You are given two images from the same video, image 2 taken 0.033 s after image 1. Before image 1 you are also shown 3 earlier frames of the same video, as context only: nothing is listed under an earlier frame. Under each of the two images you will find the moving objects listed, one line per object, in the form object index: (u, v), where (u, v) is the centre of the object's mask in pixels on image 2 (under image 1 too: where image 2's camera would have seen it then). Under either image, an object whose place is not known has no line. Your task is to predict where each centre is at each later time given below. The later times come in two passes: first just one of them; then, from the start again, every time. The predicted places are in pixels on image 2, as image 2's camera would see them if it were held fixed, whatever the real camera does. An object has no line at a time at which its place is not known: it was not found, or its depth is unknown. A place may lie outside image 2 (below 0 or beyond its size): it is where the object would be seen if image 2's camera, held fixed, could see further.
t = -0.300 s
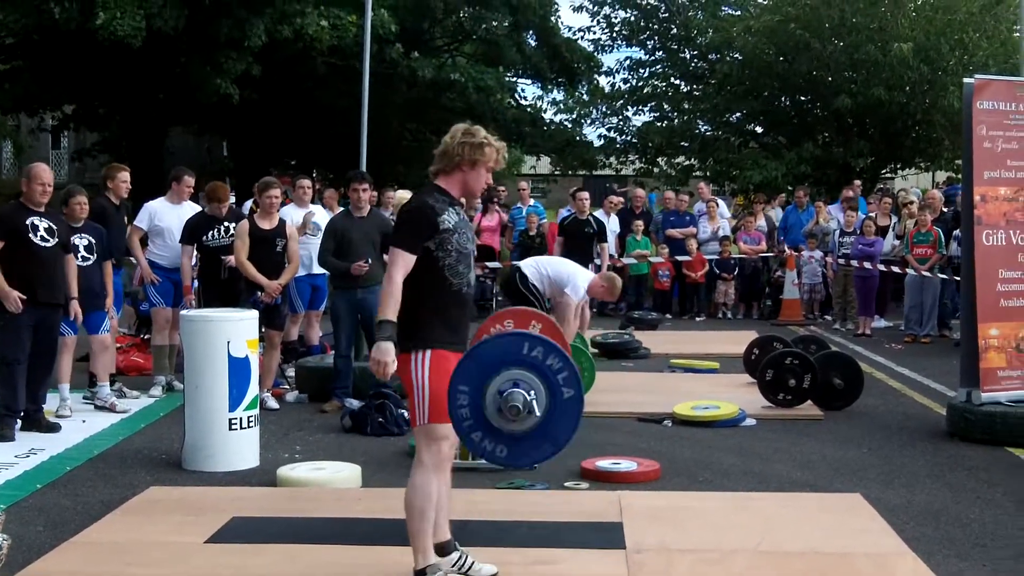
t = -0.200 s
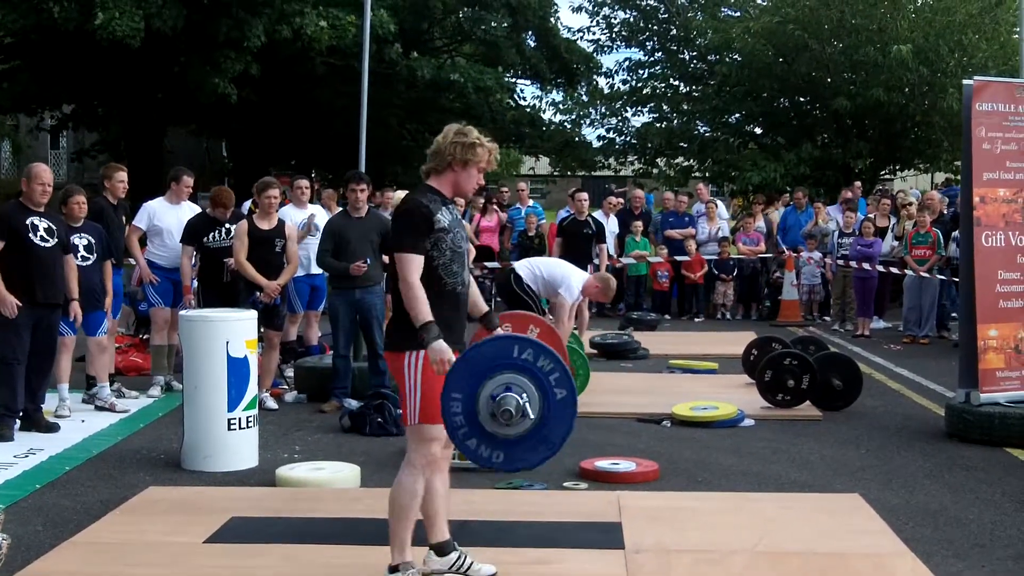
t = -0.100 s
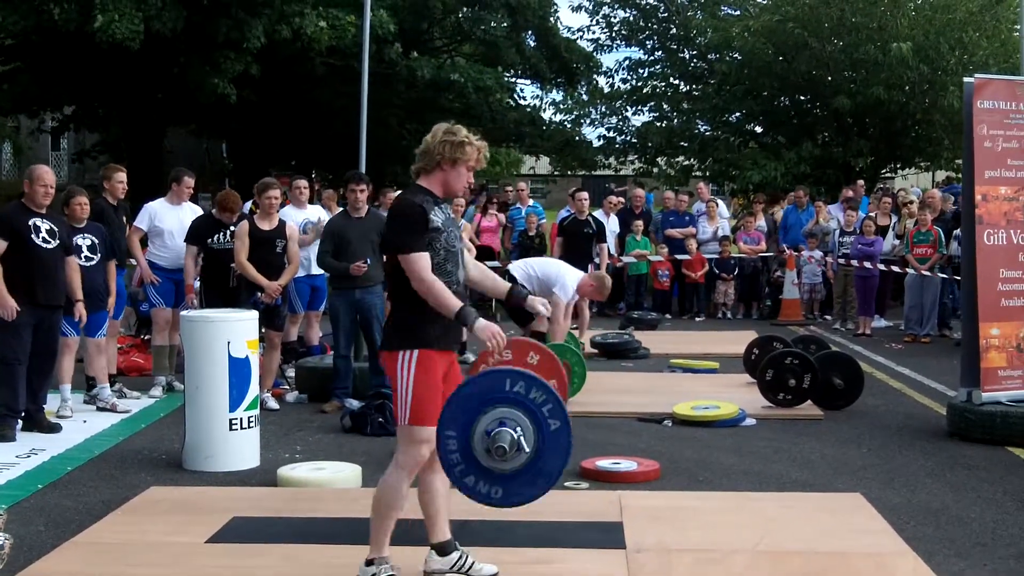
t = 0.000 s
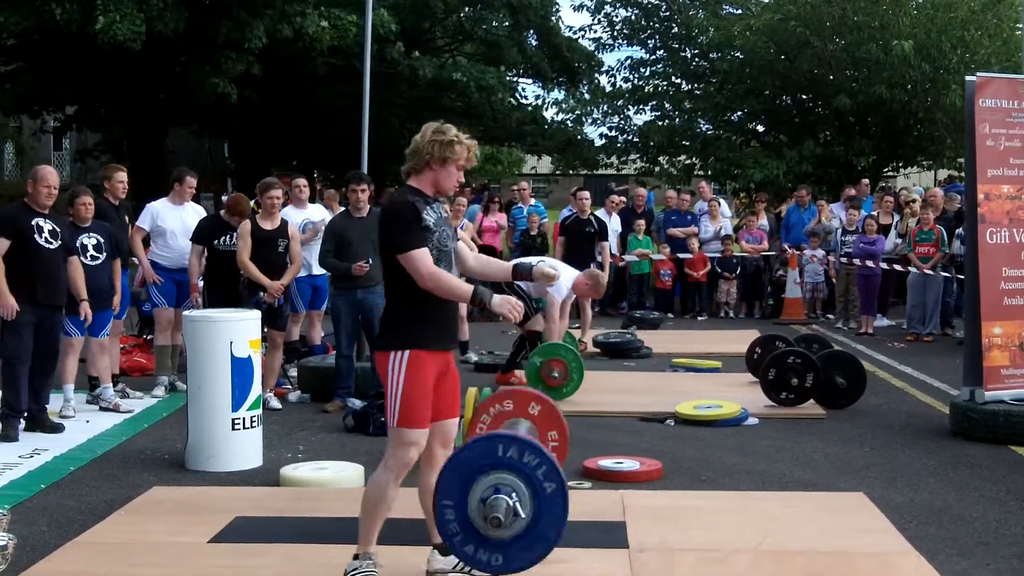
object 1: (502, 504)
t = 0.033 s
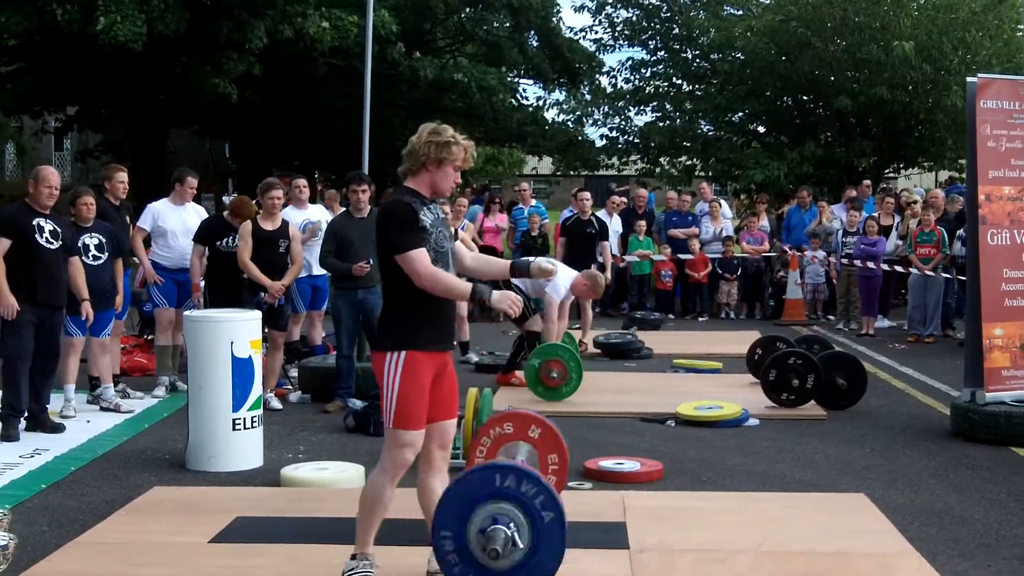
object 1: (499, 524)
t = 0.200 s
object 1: (490, 531)
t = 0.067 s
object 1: (497, 540)
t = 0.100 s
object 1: (496, 551)
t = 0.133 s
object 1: (494, 543)
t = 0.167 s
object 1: (492, 537)
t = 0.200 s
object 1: (490, 531)
